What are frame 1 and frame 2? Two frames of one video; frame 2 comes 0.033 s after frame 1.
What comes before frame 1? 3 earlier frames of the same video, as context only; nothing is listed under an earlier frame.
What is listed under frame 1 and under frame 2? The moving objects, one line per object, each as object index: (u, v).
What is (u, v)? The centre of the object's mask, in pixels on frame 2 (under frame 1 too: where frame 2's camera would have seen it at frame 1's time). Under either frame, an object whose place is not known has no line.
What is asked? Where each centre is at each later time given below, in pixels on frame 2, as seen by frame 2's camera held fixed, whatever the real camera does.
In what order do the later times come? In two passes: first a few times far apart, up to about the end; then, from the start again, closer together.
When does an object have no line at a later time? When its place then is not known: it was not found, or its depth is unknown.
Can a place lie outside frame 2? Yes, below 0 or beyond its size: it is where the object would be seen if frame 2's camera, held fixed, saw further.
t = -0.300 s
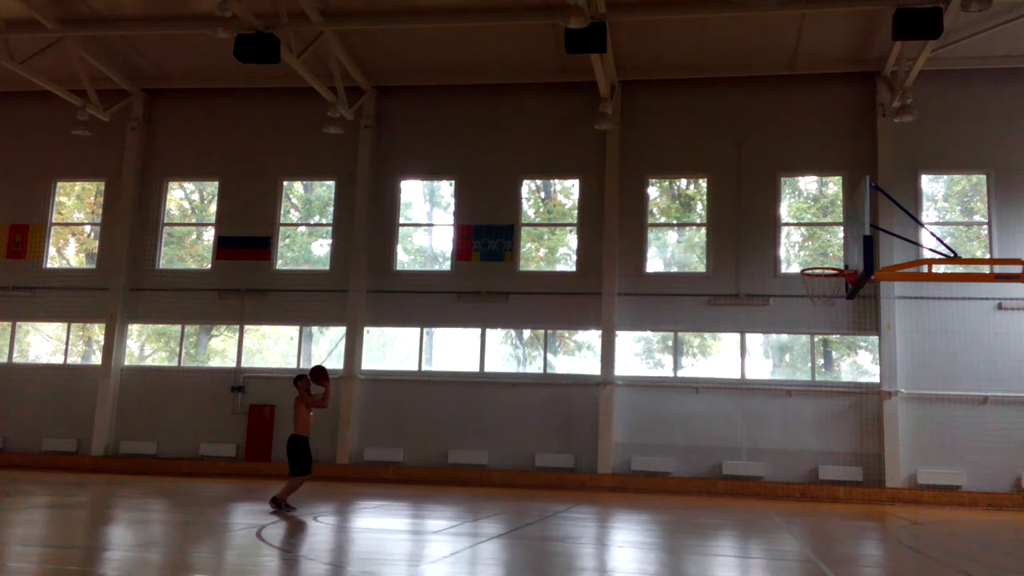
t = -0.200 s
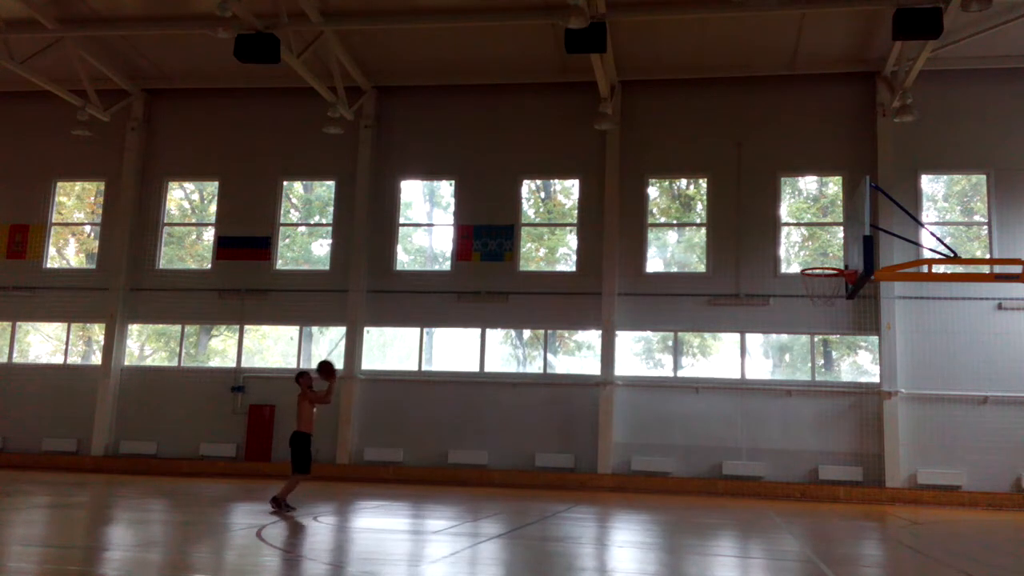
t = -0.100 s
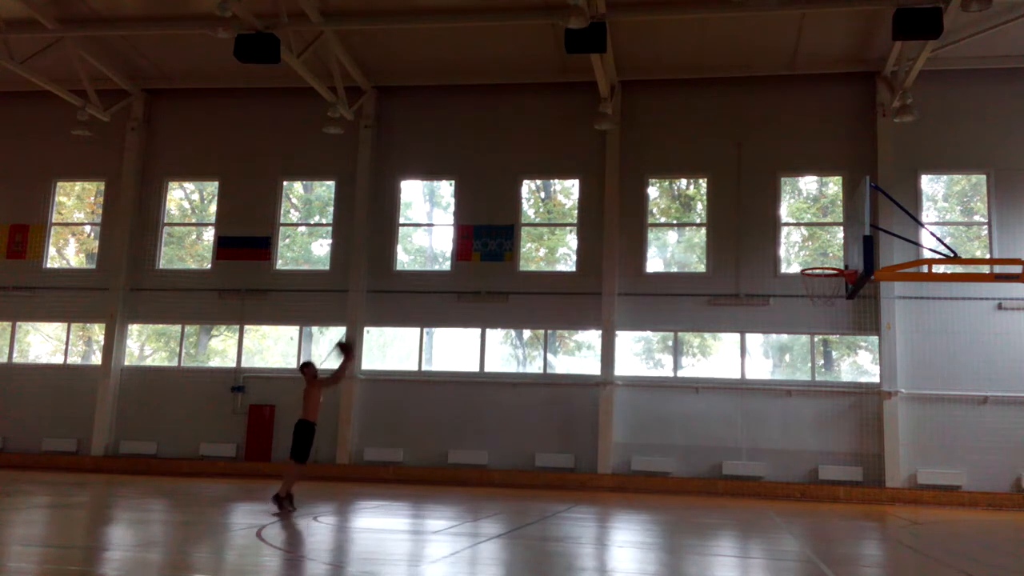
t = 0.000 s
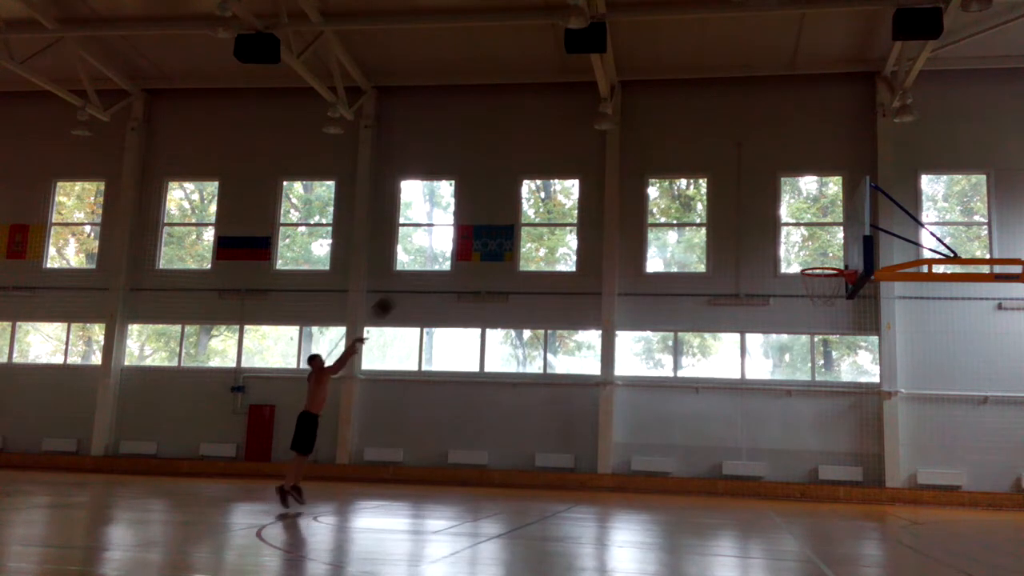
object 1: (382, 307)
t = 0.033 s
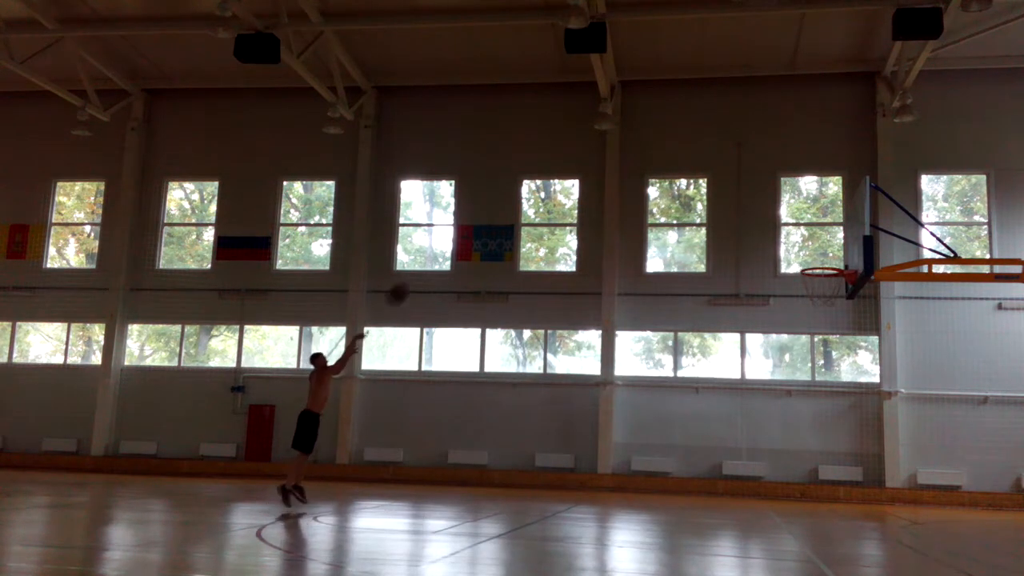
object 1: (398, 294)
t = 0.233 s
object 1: (483, 223)
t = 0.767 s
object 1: (710, 208)
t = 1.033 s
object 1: (828, 277)
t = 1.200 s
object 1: (829, 310)
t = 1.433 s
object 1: (819, 377)
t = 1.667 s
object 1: (811, 508)
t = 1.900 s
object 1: (781, 461)
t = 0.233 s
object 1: (483, 223)
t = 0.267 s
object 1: (497, 223)
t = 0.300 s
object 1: (511, 216)
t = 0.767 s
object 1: (710, 208)
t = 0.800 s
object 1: (724, 213)
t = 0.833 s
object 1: (740, 220)
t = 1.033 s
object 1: (828, 277)
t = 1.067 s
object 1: (831, 286)
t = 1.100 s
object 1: (833, 296)
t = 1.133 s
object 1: (832, 300)
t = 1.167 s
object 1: (831, 305)
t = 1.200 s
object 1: (829, 310)
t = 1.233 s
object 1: (827, 316)
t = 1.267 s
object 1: (826, 323)
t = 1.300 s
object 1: (825, 332)
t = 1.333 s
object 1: (823, 341)
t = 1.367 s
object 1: (822, 351)
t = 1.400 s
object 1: (821, 363)
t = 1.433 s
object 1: (819, 377)
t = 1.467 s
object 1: (817, 392)
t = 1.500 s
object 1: (816, 407)
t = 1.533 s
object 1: (815, 424)
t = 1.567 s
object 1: (814, 442)
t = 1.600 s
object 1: (813, 463)
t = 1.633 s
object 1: (812, 484)
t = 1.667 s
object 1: (811, 508)
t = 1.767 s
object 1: (801, 513)
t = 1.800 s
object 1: (796, 498)
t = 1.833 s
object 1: (791, 484)
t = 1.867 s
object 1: (786, 472)
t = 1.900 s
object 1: (781, 461)
